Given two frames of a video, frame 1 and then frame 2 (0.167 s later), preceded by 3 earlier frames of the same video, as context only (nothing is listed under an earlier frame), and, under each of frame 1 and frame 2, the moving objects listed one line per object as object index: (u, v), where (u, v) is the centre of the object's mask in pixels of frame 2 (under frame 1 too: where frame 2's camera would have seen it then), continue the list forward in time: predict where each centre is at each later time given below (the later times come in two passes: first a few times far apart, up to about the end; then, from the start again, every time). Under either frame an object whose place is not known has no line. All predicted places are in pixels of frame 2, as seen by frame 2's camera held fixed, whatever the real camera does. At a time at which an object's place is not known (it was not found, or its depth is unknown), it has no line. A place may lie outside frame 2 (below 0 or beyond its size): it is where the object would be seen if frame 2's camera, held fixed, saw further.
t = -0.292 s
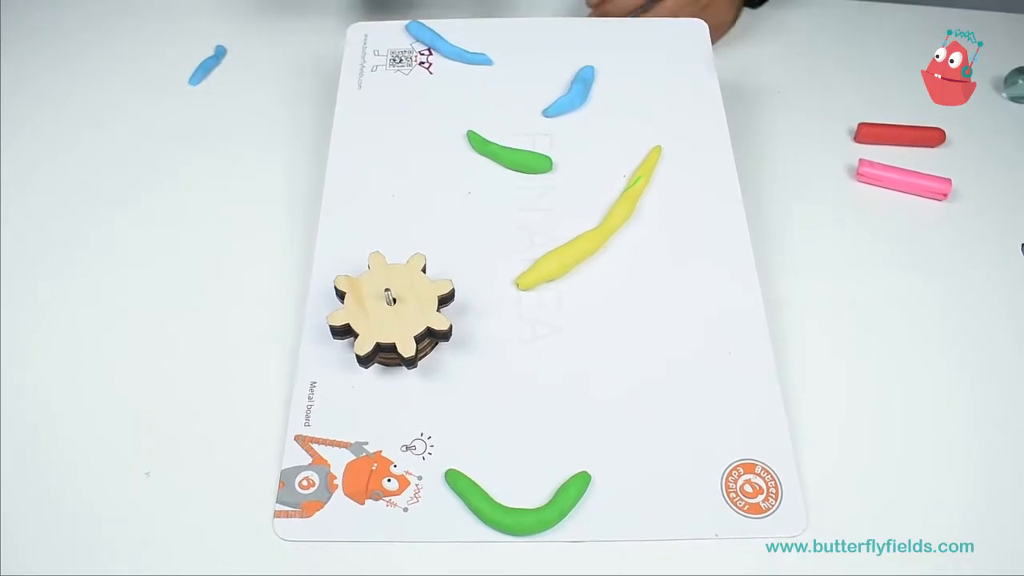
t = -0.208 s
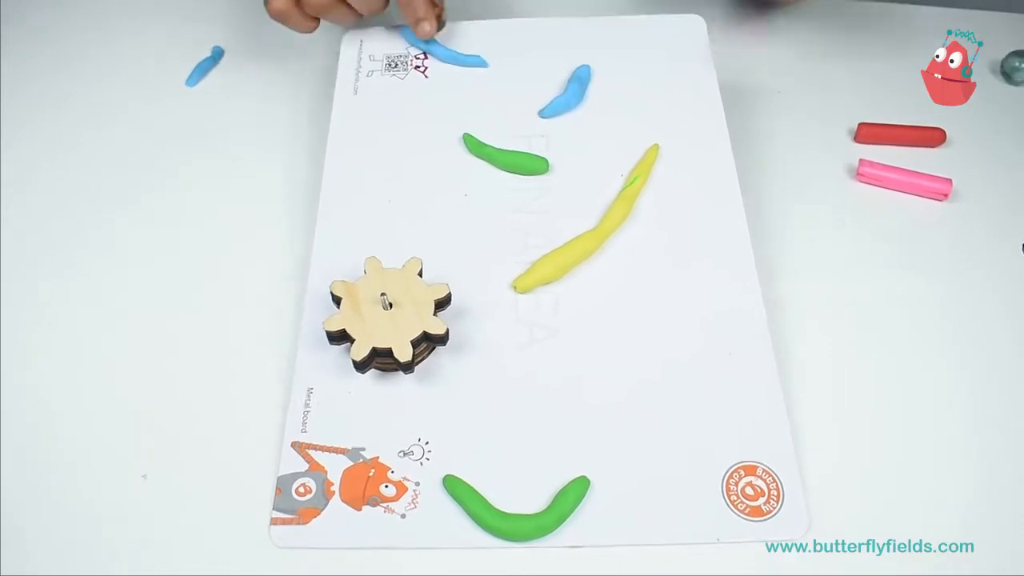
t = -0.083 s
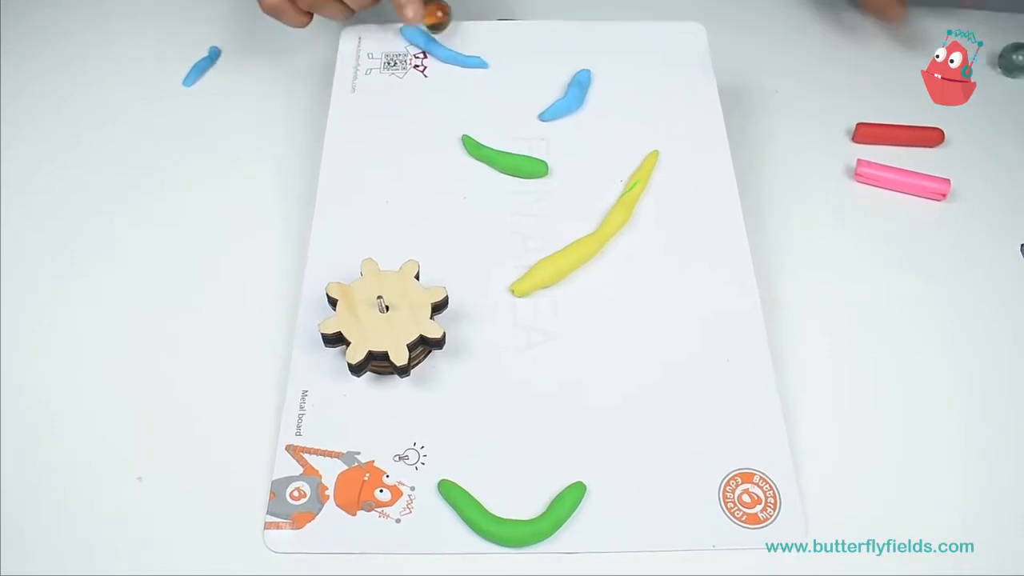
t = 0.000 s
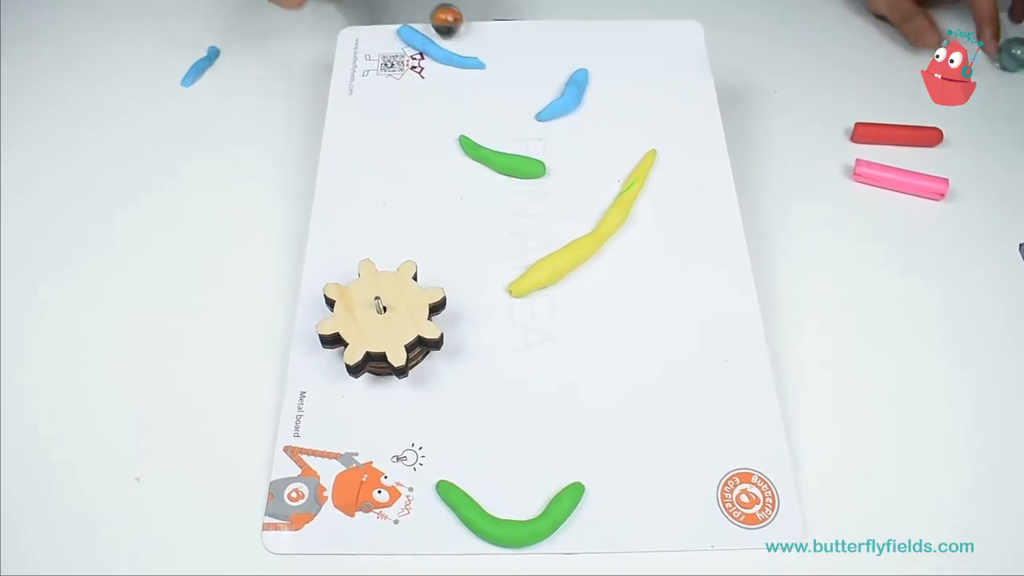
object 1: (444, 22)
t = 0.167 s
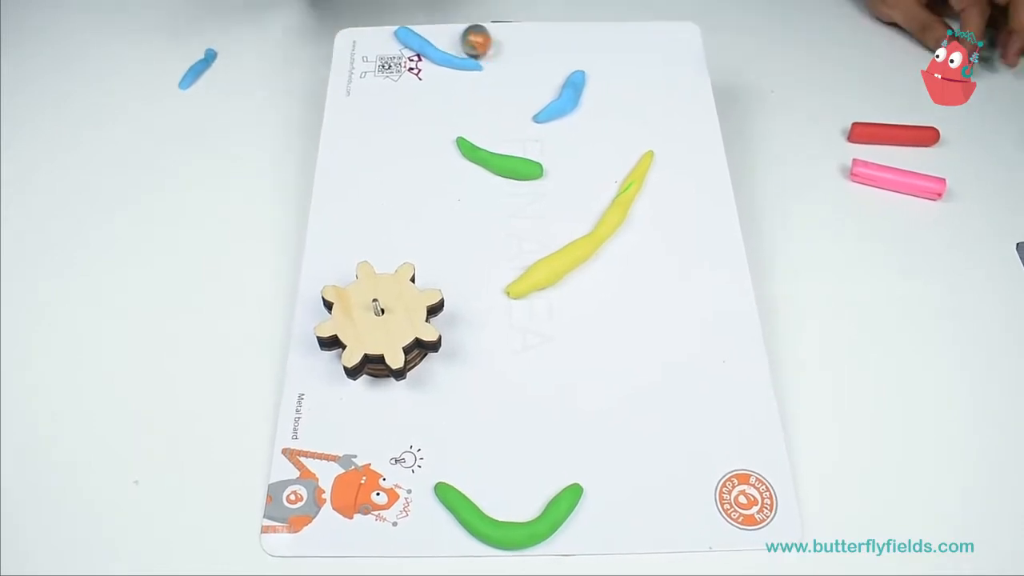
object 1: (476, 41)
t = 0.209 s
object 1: (485, 45)
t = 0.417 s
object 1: (520, 126)
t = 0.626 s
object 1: (524, 140)
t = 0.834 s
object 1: (538, 142)
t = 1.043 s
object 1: (568, 171)
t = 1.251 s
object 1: (531, 230)
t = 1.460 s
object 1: (450, 297)
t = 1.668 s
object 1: (476, 348)
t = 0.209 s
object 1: (485, 45)
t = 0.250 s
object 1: (495, 54)
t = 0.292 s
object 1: (505, 65)
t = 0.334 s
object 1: (514, 82)
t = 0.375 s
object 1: (522, 104)
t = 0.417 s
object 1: (520, 126)
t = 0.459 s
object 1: (519, 139)
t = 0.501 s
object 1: (519, 139)
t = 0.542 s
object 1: (520, 138)
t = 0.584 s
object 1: (522, 138)
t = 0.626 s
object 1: (524, 140)
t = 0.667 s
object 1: (526, 141)
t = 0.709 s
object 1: (528, 141)
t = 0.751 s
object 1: (531, 141)
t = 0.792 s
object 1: (534, 142)
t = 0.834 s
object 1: (538, 142)
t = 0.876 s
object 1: (543, 144)
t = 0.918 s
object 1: (548, 147)
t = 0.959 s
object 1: (554, 151)
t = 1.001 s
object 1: (560, 159)
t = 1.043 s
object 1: (568, 171)
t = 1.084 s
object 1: (575, 188)
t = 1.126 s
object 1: (581, 210)
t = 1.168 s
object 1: (573, 219)
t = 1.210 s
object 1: (553, 227)
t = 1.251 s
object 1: (531, 230)
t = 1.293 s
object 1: (510, 240)
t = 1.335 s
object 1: (490, 254)
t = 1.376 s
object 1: (468, 273)
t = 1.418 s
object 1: (451, 292)
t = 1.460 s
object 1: (450, 297)
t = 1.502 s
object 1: (456, 303)
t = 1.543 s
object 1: (462, 309)
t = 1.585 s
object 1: (466, 318)
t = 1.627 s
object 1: (470, 331)
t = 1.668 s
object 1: (476, 348)
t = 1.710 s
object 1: (483, 370)
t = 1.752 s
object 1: (488, 397)
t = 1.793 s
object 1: (494, 431)
